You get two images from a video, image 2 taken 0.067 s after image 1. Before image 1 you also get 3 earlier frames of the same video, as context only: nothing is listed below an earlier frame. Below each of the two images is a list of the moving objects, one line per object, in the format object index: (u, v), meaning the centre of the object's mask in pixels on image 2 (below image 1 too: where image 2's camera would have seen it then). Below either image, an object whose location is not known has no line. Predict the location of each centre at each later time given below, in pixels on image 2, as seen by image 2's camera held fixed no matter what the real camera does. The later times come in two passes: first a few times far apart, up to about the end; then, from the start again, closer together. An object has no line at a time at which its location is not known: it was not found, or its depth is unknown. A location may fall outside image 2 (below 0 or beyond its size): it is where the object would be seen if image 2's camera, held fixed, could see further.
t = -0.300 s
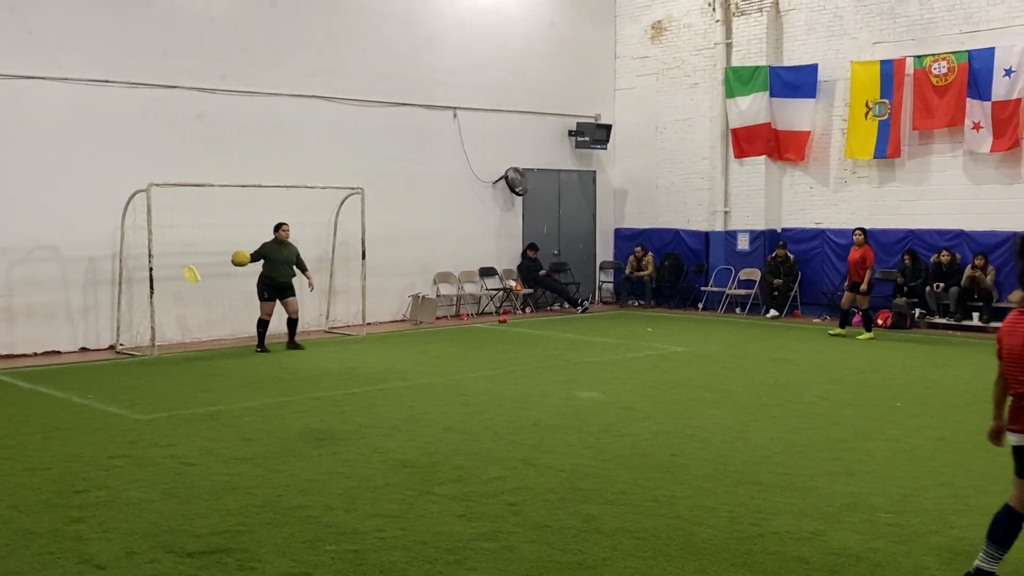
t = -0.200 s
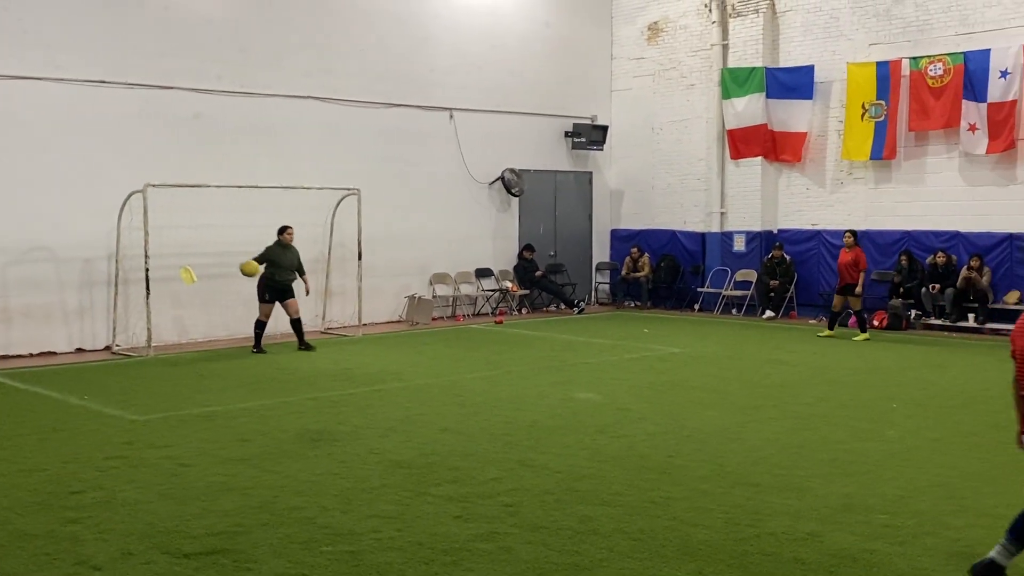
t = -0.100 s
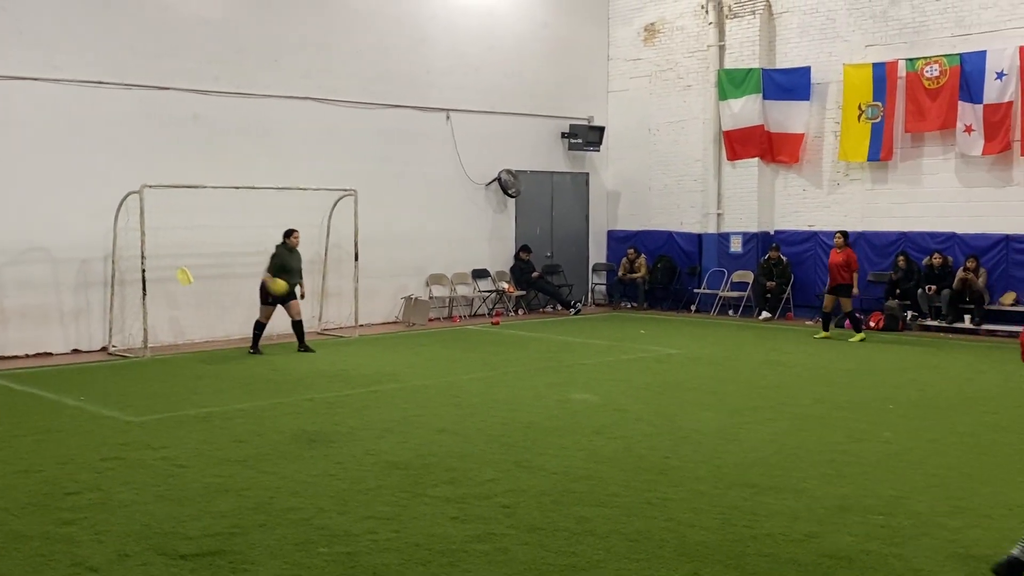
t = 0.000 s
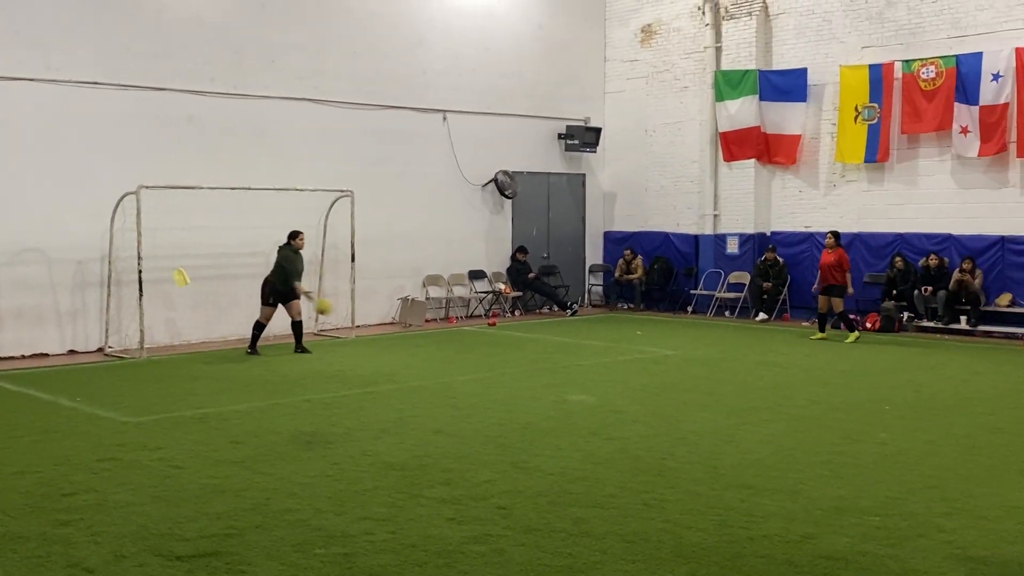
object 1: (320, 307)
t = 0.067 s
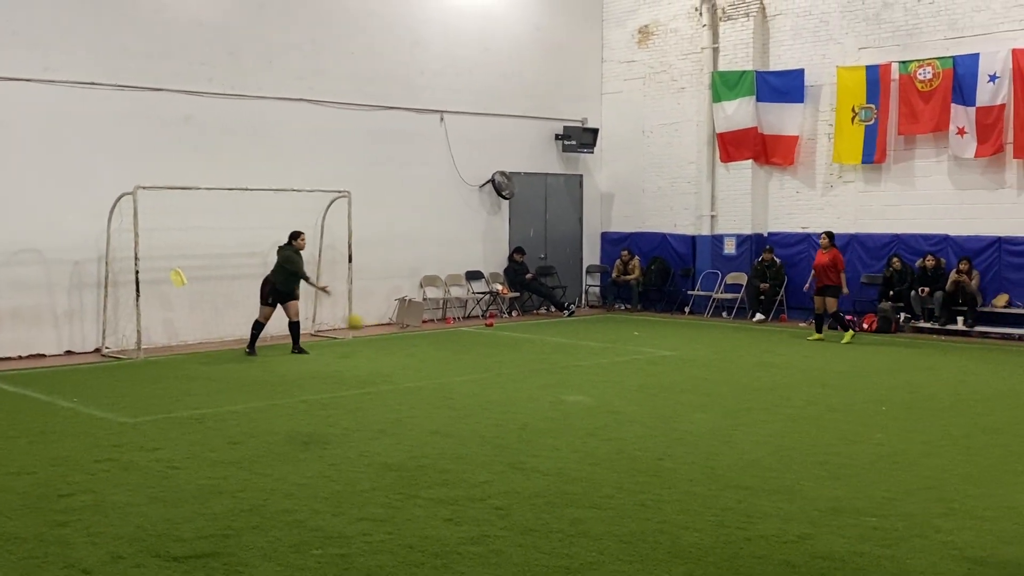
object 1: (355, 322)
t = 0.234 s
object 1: (425, 334)
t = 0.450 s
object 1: (493, 326)
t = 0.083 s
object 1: (363, 325)
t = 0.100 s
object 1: (370, 330)
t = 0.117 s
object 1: (379, 334)
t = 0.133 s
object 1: (387, 338)
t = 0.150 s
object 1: (395, 343)
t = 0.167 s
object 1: (402, 344)
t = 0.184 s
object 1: (409, 341)
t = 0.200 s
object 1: (414, 338)
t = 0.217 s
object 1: (419, 336)
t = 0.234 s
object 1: (425, 334)
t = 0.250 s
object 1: (430, 332)
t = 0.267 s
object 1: (435, 330)
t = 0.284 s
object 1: (440, 329)
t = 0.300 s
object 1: (445, 328)
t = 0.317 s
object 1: (451, 326)
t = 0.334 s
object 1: (456, 326)
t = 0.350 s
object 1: (462, 325)
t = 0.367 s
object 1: (467, 325)
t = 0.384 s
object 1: (472, 325)
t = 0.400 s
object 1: (477, 325)
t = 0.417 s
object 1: (482, 325)
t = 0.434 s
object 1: (487, 326)
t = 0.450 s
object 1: (493, 326)
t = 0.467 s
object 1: (498, 327)
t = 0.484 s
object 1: (504, 328)
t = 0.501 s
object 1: (509, 330)
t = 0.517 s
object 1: (514, 331)
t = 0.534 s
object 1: (518, 333)
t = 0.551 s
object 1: (523, 336)
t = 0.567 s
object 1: (528, 338)
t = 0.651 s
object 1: (552, 335)
